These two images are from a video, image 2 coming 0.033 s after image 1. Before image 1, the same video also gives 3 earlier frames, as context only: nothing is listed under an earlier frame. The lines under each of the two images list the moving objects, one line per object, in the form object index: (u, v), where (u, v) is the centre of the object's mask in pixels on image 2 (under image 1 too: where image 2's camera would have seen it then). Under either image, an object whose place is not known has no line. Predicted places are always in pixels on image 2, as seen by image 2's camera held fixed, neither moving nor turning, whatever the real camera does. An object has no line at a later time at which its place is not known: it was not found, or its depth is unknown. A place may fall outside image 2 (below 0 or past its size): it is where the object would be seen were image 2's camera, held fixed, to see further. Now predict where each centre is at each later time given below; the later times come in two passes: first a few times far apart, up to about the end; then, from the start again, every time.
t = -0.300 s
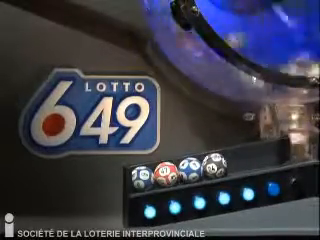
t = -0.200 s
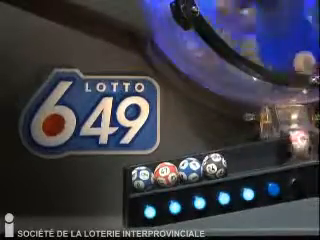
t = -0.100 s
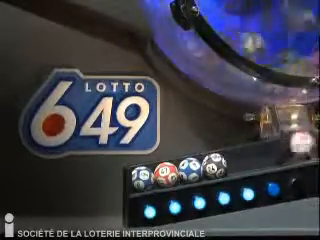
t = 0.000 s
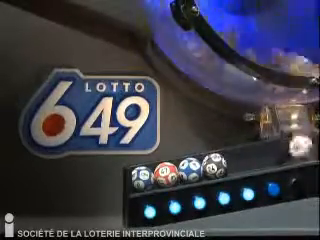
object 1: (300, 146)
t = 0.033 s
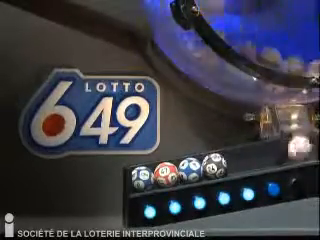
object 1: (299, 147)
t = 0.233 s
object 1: (272, 154)
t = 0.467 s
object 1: (237, 161)
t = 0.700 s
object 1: (238, 161)
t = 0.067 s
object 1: (296, 148)
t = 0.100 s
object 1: (292, 149)
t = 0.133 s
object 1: (288, 151)
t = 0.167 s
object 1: (283, 151)
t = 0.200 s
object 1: (277, 152)
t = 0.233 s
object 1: (272, 154)
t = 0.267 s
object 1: (266, 155)
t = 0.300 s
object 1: (261, 156)
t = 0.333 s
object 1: (254, 158)
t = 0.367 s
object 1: (247, 159)
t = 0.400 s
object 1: (239, 161)
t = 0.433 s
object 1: (237, 161)
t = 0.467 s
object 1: (237, 161)
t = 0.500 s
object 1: (237, 161)
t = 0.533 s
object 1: (238, 161)
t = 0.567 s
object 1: (238, 161)
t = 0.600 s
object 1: (238, 161)
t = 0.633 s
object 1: (238, 161)
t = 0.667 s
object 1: (238, 161)
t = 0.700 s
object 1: (238, 161)
